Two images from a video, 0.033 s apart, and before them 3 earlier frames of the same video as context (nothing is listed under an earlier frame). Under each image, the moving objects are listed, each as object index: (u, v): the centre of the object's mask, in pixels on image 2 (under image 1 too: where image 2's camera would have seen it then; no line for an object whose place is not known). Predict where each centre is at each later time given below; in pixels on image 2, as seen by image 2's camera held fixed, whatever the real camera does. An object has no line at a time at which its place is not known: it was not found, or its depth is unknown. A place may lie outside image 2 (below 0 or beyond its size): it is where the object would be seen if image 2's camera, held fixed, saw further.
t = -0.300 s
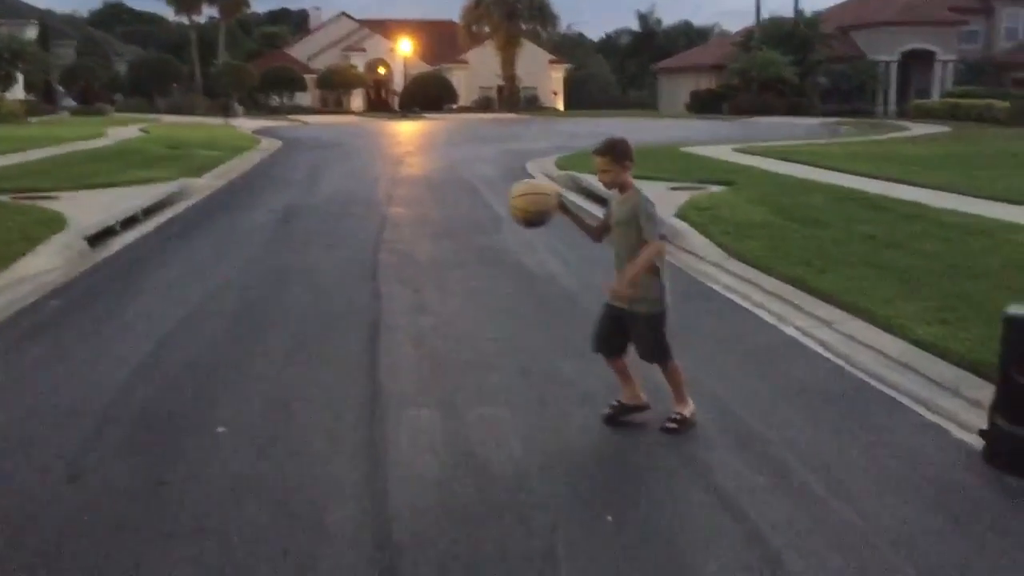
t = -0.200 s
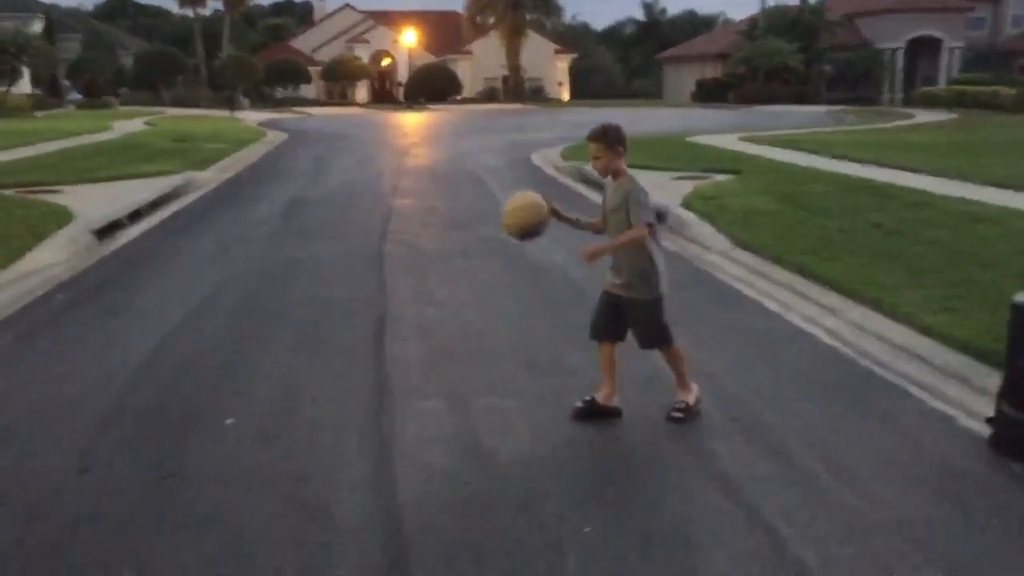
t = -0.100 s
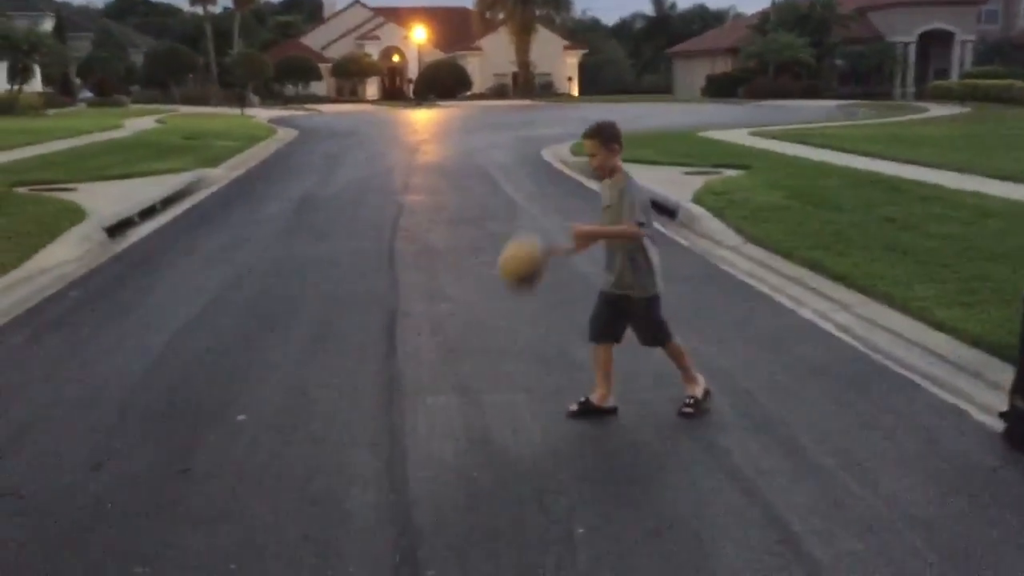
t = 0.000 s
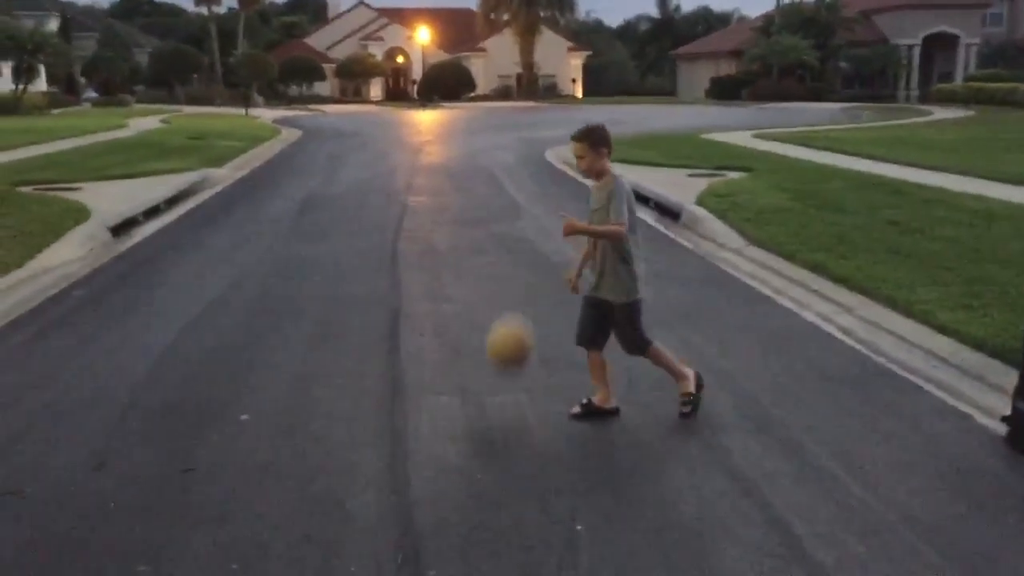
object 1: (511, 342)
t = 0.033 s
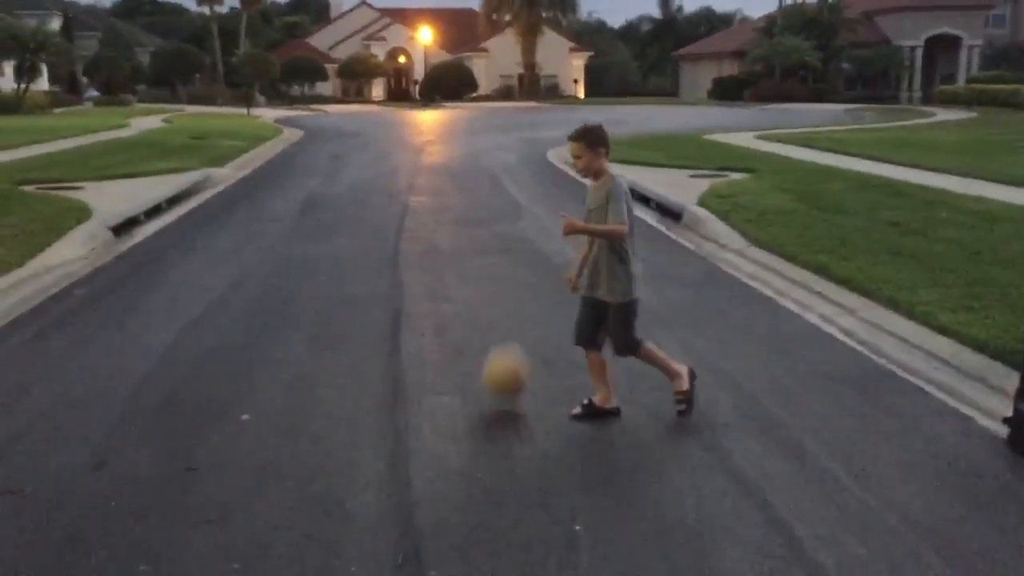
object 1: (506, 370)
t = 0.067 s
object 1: (503, 370)
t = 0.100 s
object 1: (500, 348)
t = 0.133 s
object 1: (496, 327)
